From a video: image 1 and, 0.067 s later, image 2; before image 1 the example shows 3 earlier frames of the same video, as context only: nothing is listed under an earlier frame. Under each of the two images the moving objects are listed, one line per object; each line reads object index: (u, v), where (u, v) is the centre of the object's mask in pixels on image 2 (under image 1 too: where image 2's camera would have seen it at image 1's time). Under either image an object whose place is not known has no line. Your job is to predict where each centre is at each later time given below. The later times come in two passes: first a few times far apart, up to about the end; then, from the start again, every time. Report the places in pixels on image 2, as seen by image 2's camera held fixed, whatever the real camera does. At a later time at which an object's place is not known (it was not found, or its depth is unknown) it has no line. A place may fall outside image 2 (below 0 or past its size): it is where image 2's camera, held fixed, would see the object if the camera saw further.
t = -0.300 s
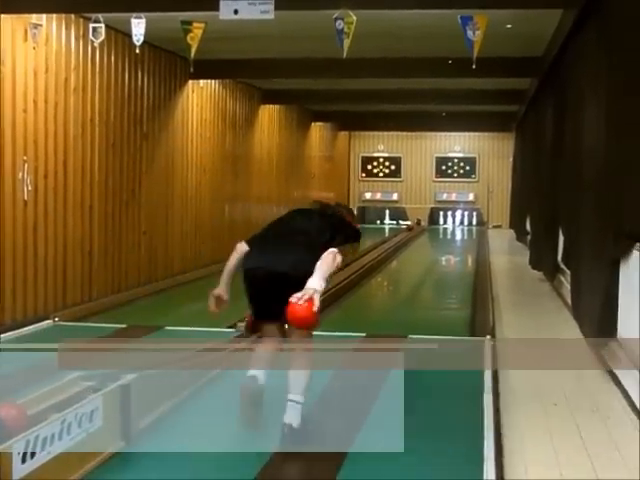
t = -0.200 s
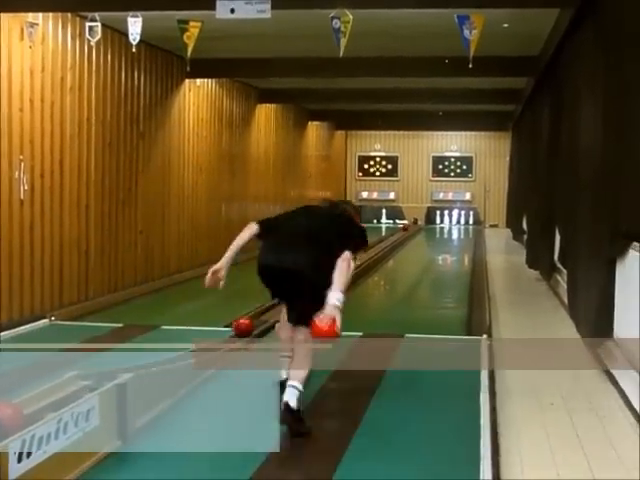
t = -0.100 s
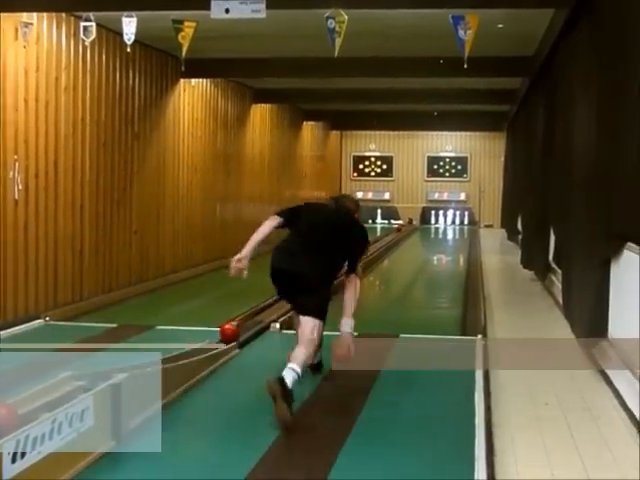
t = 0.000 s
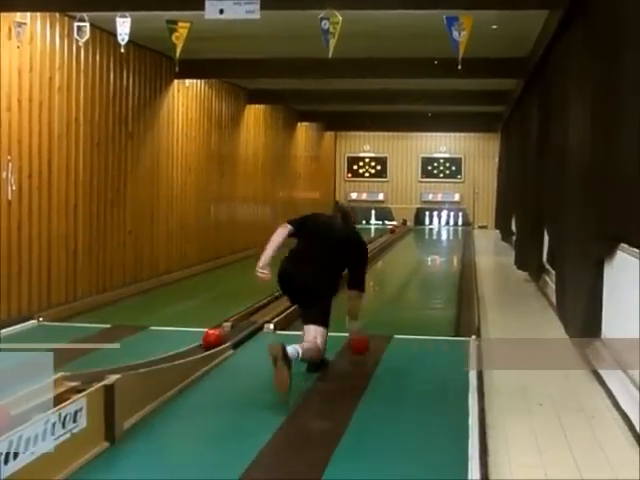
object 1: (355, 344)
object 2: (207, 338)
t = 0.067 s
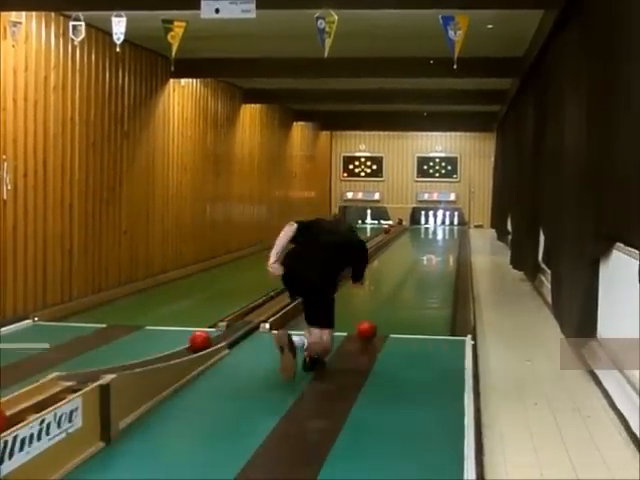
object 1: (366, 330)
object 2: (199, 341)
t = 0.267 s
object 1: (392, 296)
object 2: (176, 349)
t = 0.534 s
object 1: (412, 270)
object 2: (139, 357)
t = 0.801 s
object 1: (425, 253)
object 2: (98, 363)
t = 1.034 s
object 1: (433, 243)
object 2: (56, 385)
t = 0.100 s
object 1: (371, 322)
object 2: (195, 343)
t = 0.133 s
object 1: (376, 317)
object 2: (192, 344)
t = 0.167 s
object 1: (381, 312)
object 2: (189, 345)
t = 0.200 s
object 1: (384, 308)
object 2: (185, 346)
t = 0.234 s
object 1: (388, 301)
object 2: (180, 347)
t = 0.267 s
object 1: (392, 296)
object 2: (176, 349)
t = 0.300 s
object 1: (397, 293)
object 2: (172, 350)
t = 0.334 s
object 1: (400, 291)
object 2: (168, 351)
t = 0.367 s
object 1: (403, 286)
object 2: (163, 352)
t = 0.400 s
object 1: (406, 281)
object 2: (158, 353)
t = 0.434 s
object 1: (408, 279)
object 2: (153, 354)
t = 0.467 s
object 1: (410, 276)
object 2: (149, 355)
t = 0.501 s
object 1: (411, 272)
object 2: (145, 356)
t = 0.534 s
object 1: (412, 270)
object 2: (139, 357)
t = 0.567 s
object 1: (414, 267)
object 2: (135, 357)
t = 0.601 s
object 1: (415, 266)
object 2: (129, 358)
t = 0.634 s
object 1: (417, 263)
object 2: (125, 359)
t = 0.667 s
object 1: (419, 261)
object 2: (119, 360)
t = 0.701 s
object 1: (420, 259)
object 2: (114, 360)
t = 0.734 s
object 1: (422, 258)
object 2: (109, 361)
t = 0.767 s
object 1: (423, 256)
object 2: (104, 362)
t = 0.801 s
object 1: (425, 253)
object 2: (98, 363)
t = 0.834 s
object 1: (426, 252)
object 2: (93, 365)
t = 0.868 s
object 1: (428, 251)
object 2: (84, 367)
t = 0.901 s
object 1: (429, 249)
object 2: (78, 368)
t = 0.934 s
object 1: (430, 248)
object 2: (73, 371)
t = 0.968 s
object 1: (431, 247)
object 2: (65, 374)
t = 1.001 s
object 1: (432, 245)
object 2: (59, 380)
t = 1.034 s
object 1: (433, 243)
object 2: (56, 385)
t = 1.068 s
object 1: (434, 242)
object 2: (55, 387)
